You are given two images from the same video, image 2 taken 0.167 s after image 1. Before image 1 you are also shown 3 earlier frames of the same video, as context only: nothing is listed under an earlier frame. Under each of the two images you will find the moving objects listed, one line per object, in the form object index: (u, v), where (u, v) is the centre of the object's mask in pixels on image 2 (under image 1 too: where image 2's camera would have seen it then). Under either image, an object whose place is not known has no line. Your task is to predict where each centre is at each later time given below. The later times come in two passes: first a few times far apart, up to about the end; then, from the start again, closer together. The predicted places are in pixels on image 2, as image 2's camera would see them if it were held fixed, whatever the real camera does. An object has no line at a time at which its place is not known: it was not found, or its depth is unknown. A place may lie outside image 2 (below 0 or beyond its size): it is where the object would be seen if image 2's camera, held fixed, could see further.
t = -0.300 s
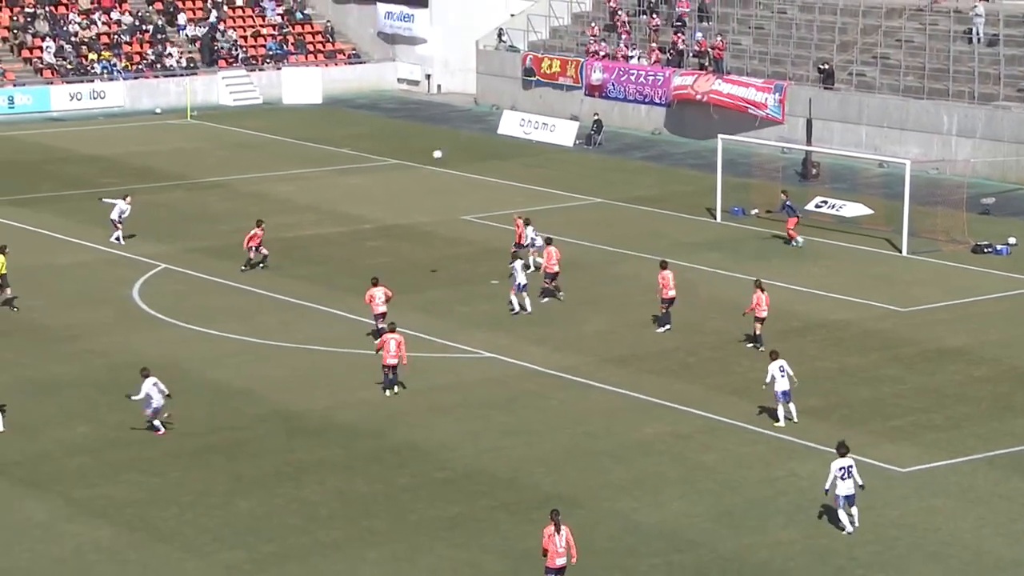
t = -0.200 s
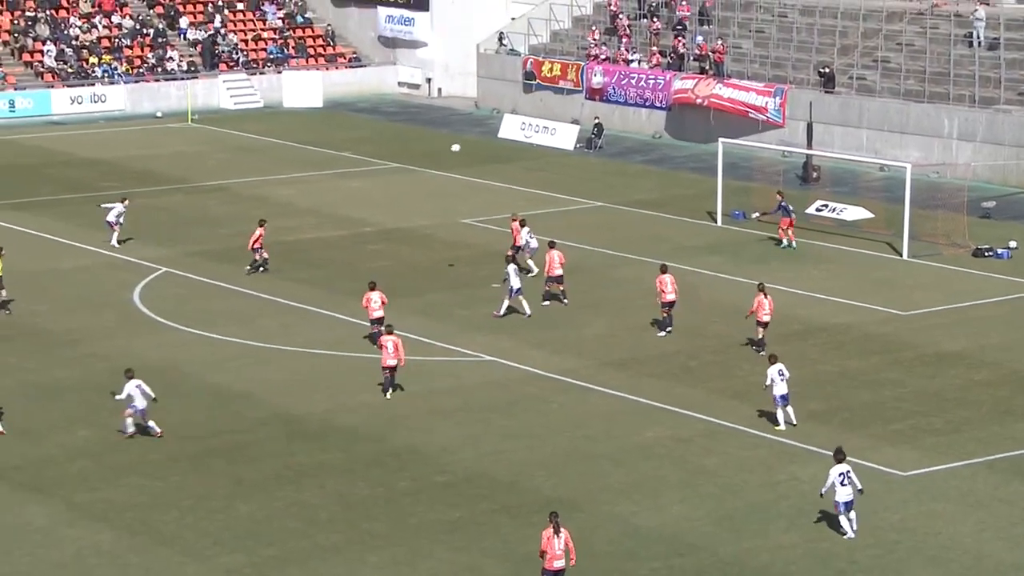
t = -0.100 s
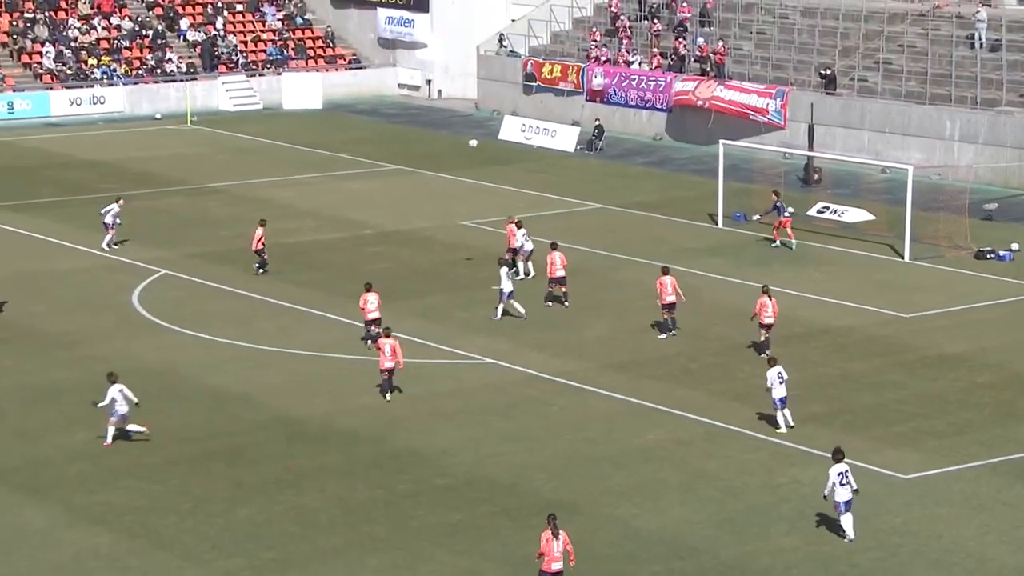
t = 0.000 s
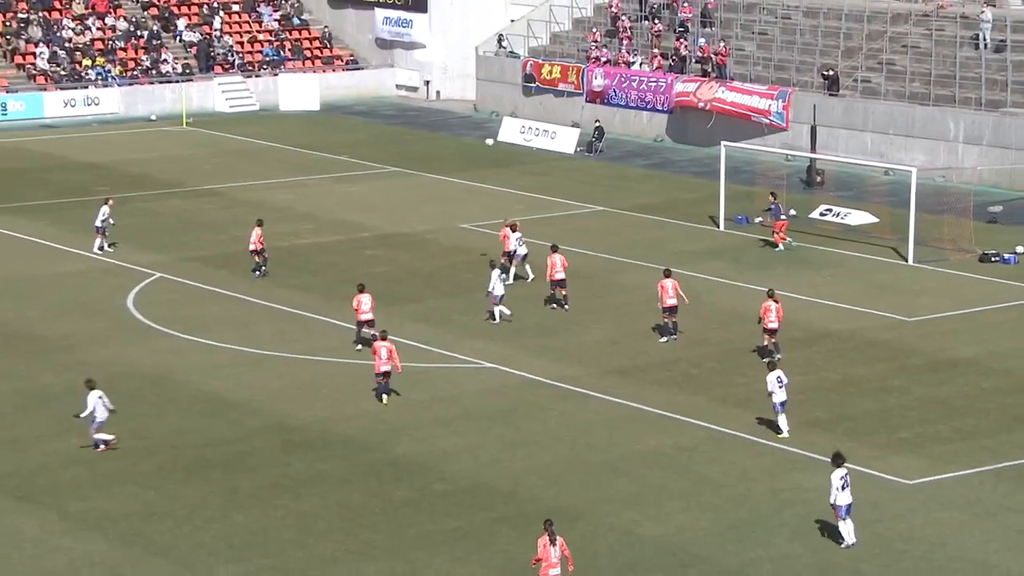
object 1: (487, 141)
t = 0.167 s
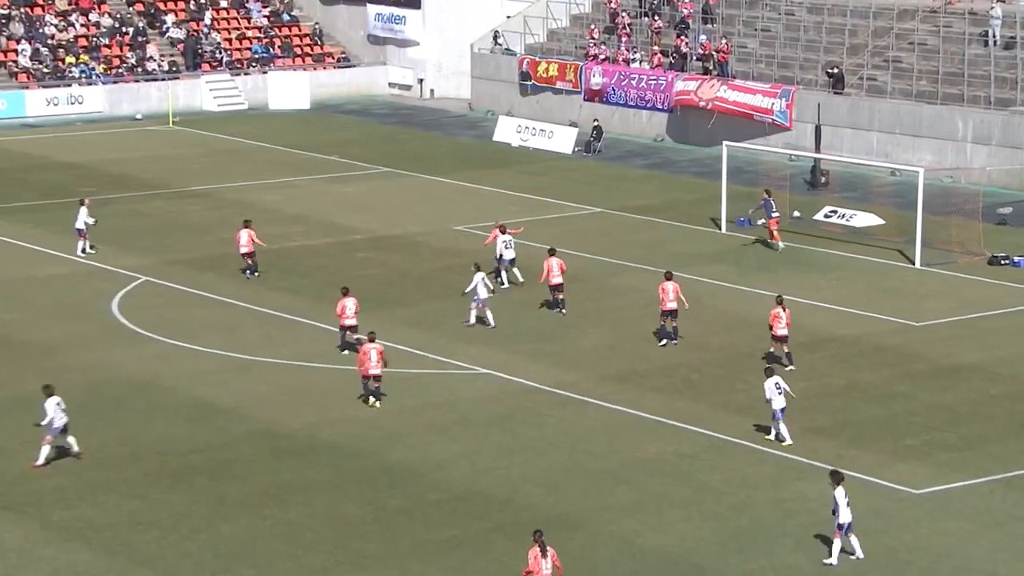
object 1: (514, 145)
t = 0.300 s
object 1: (537, 150)
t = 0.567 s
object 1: (585, 177)
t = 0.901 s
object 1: (643, 206)
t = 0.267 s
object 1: (532, 148)
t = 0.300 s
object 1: (537, 150)
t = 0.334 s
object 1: (543, 152)
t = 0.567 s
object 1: (585, 177)
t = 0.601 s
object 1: (592, 182)
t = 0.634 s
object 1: (598, 187)
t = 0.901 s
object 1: (643, 206)
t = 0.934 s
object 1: (647, 200)
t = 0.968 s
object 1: (651, 195)
